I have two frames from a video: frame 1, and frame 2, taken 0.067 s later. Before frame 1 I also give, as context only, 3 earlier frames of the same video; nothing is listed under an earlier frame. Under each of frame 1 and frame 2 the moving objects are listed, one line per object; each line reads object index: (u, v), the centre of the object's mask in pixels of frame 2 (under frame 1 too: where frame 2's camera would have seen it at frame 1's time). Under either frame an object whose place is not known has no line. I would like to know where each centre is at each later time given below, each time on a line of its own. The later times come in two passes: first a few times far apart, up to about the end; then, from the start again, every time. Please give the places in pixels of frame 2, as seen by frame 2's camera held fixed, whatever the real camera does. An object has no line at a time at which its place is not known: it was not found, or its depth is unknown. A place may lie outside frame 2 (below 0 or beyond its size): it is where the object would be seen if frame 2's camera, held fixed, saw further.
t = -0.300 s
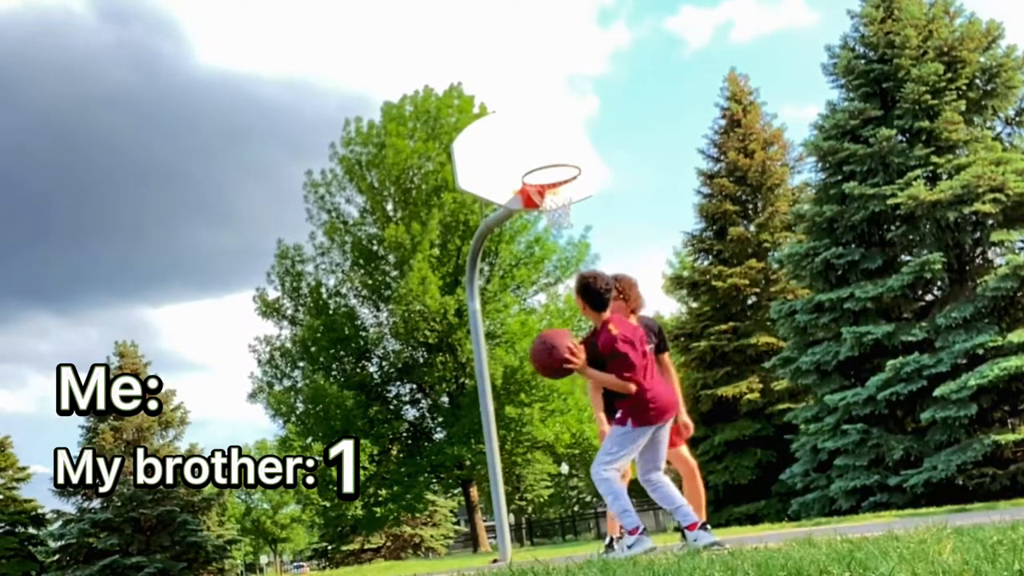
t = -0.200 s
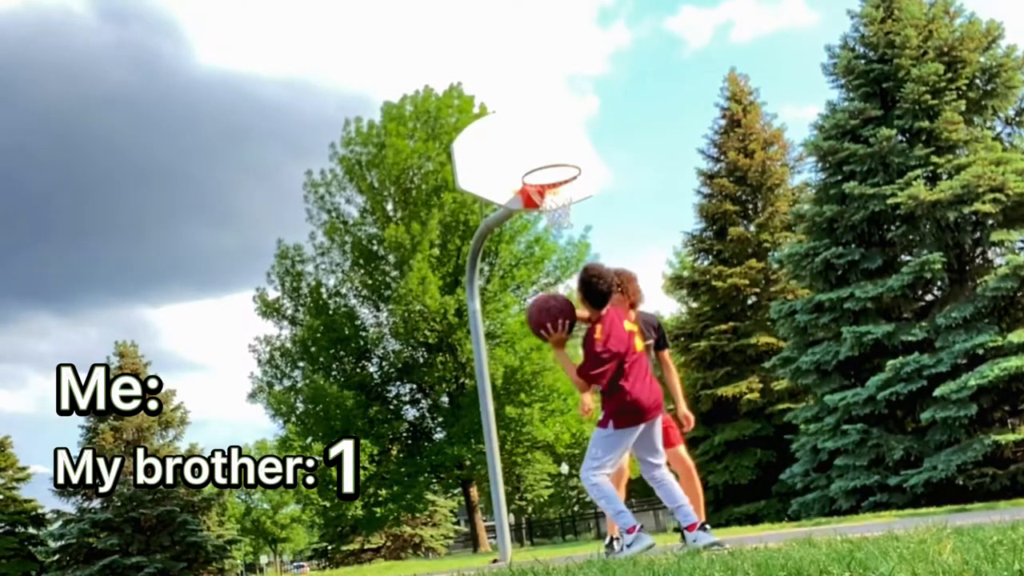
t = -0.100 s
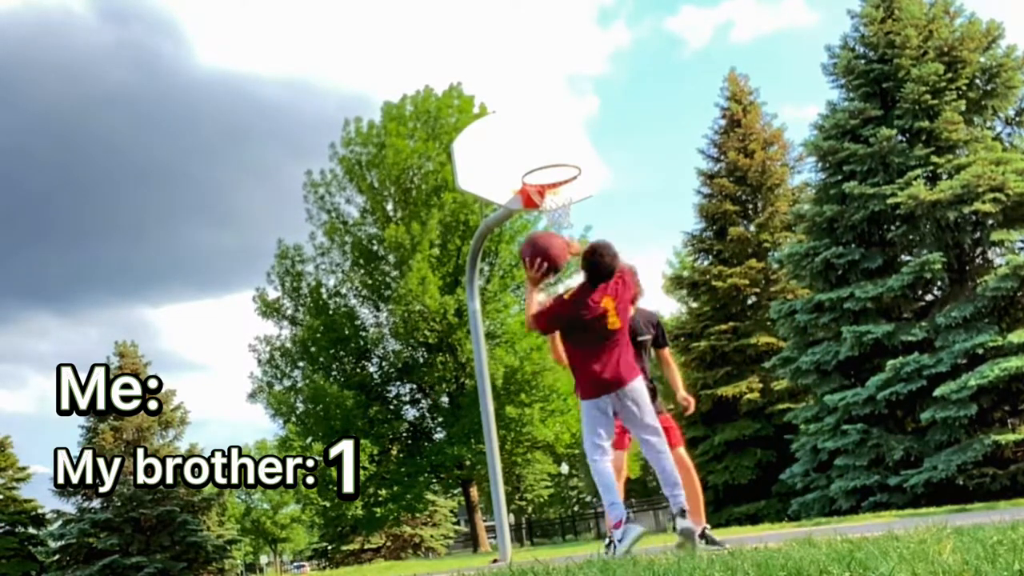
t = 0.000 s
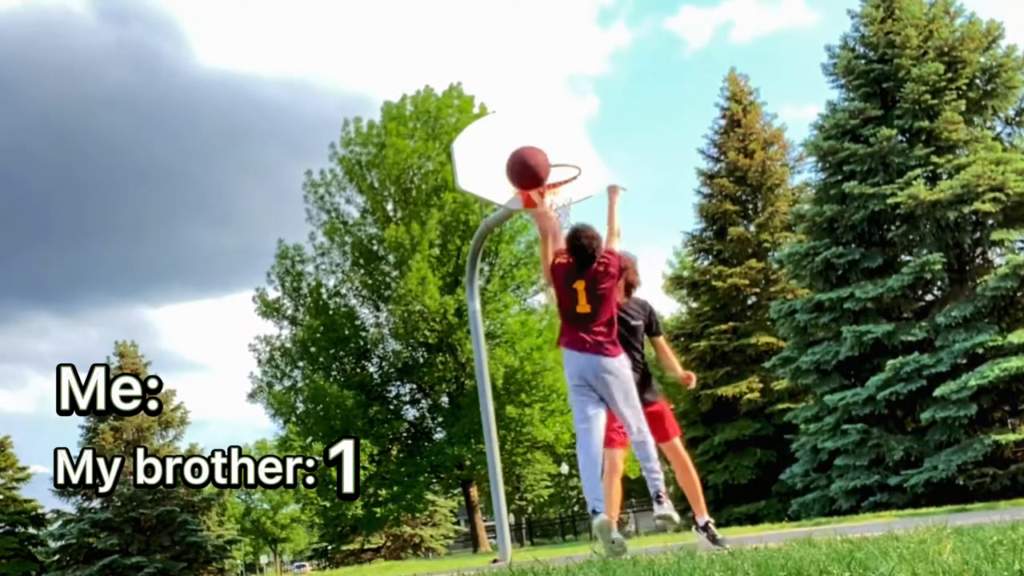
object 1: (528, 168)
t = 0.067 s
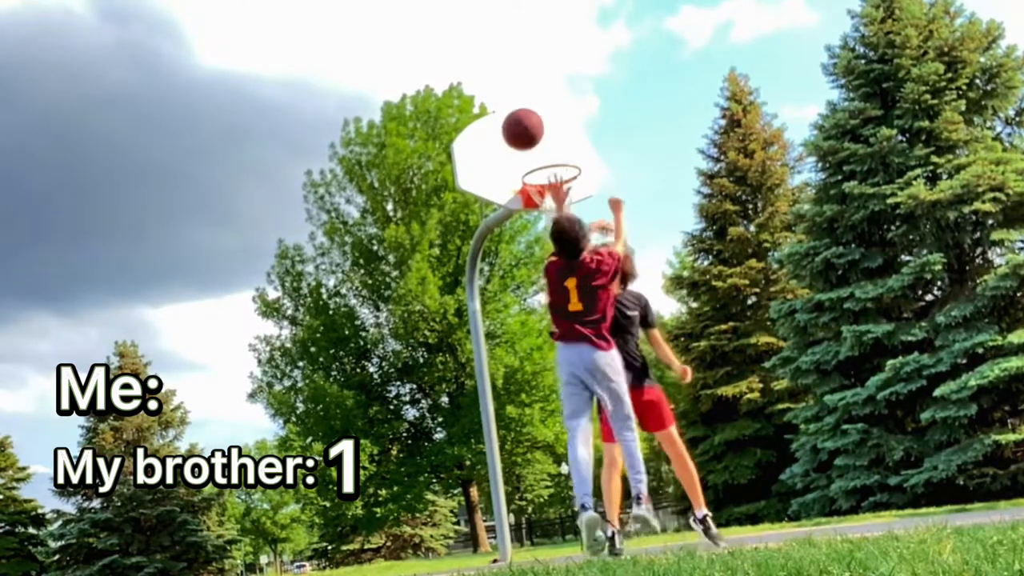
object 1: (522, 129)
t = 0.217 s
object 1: (518, 80)
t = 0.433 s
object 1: (522, 77)
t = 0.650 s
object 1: (534, 130)
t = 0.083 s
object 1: (522, 121)
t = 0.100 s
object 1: (521, 114)
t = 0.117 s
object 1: (520, 107)
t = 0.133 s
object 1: (519, 101)
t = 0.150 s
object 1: (519, 96)
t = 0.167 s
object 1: (518, 91)
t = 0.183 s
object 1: (518, 87)
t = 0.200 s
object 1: (518, 83)
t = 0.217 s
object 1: (518, 80)
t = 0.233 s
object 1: (518, 78)
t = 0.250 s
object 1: (518, 76)
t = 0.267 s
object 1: (518, 74)
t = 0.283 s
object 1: (518, 73)
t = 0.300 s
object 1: (518, 72)
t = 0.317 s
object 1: (519, 71)
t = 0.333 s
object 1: (519, 71)
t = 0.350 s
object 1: (520, 71)
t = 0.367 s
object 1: (520, 72)
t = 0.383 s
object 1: (521, 73)
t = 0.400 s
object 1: (521, 74)
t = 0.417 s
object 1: (522, 76)
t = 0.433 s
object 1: (522, 77)
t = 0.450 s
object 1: (523, 80)
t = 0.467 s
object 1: (524, 82)
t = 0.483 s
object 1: (525, 85)
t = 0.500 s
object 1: (525, 88)
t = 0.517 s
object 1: (526, 92)
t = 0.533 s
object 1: (527, 96)
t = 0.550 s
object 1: (528, 100)
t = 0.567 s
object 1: (529, 104)
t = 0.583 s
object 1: (530, 108)
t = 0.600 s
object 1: (531, 113)
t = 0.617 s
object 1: (532, 118)
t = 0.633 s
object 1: (533, 124)
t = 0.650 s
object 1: (534, 130)
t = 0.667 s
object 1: (535, 135)
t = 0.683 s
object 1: (536, 141)
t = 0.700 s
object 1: (537, 147)
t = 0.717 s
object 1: (539, 154)
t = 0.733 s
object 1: (537, 155)
